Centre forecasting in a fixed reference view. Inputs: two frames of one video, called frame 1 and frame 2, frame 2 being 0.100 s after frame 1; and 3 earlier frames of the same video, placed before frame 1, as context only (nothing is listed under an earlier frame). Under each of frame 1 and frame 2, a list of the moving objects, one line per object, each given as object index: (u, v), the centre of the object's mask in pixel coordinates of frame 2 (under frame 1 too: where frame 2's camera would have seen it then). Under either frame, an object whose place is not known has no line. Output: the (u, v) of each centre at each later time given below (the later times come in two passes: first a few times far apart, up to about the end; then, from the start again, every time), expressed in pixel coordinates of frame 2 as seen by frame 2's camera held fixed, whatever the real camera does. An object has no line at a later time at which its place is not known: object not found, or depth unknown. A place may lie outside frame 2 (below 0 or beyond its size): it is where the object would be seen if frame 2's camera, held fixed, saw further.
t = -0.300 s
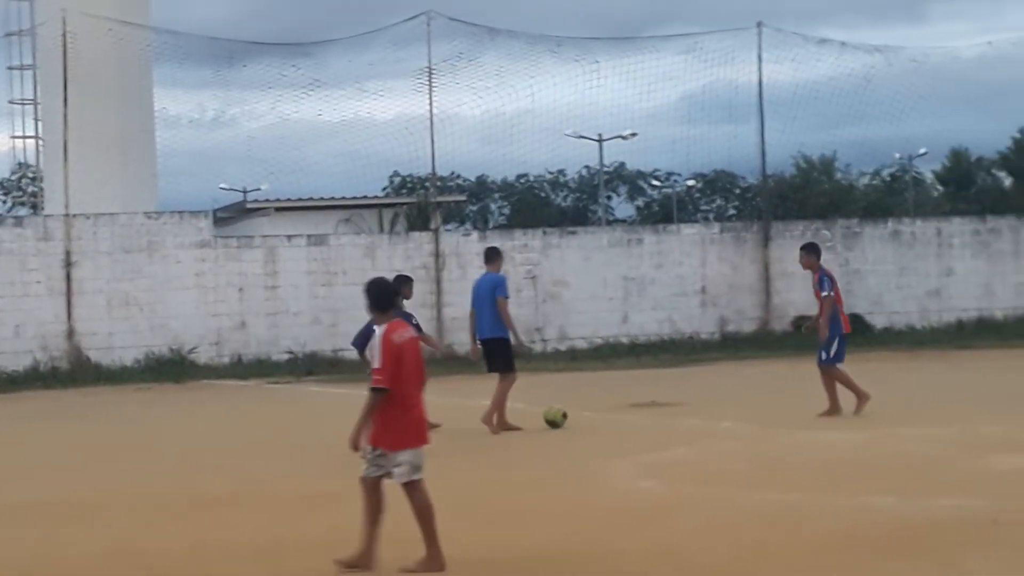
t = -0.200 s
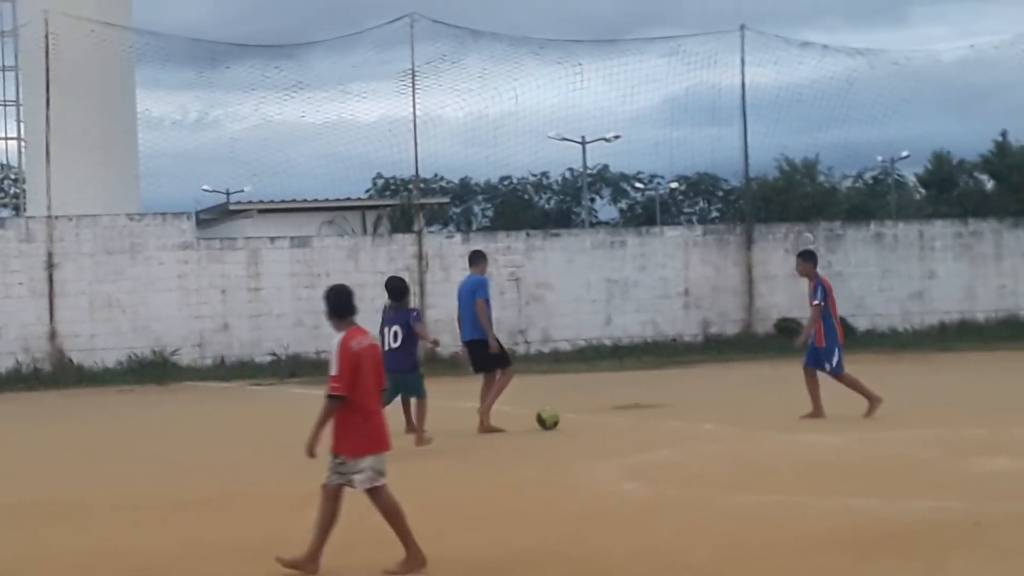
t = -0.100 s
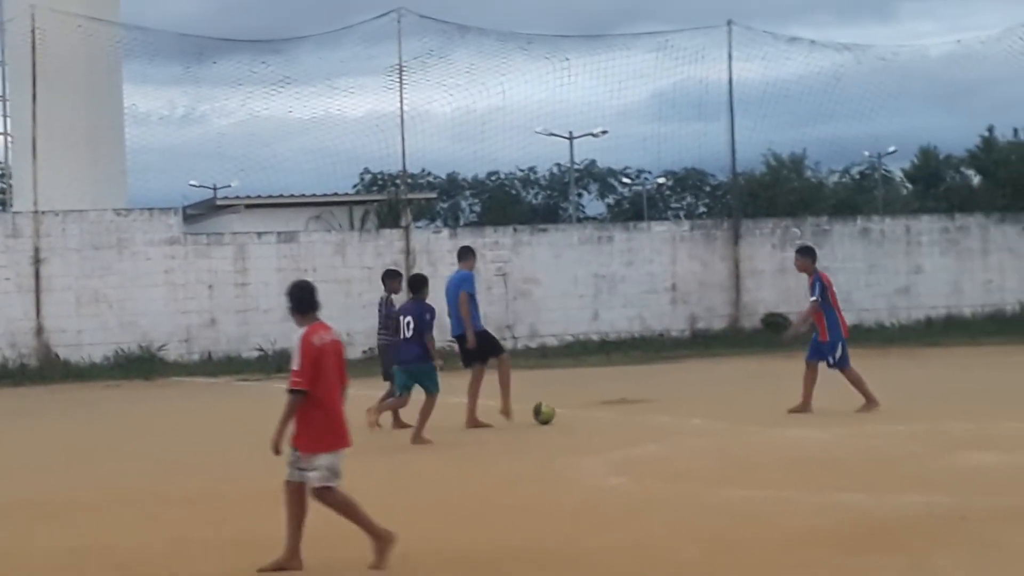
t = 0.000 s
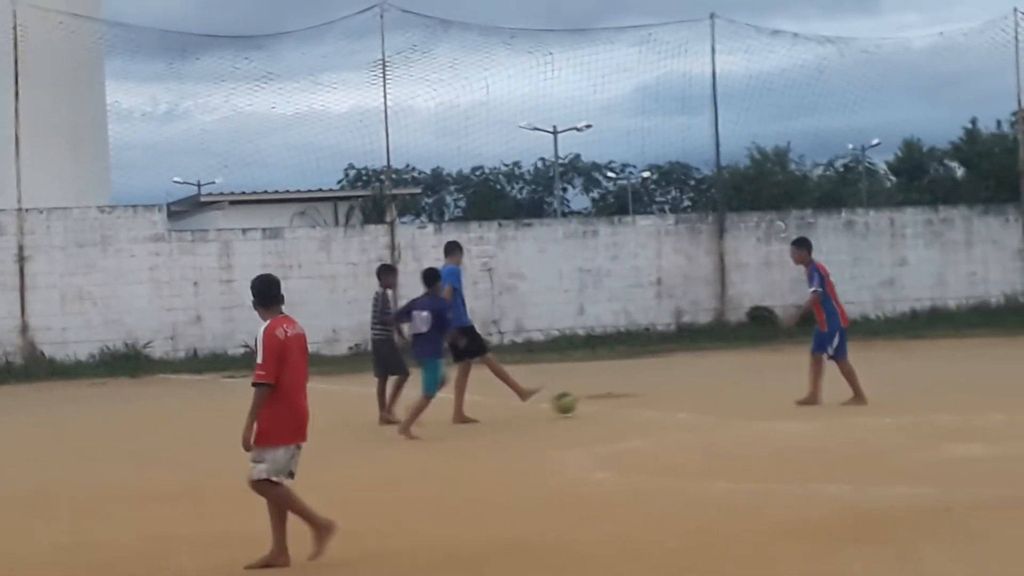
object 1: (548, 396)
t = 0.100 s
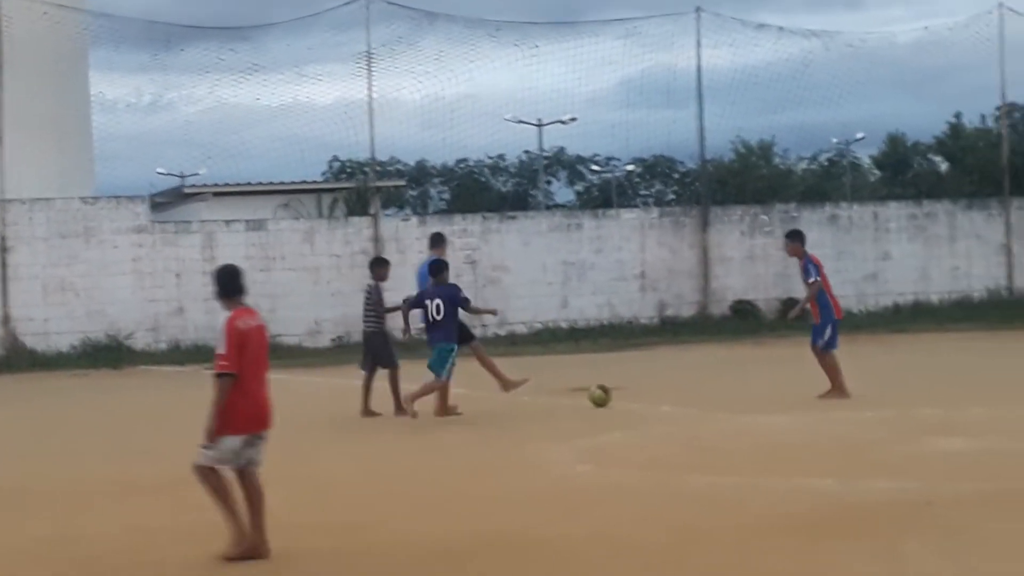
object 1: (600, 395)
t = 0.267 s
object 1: (672, 392)
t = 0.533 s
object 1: (768, 388)
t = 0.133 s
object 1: (616, 394)
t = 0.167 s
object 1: (631, 393)
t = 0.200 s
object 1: (644, 392)
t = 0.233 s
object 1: (658, 392)
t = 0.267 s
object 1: (672, 392)
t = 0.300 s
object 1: (685, 392)
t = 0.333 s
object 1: (697, 389)
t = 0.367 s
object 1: (708, 389)
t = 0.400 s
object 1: (720, 391)
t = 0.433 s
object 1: (732, 391)
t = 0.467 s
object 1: (744, 388)
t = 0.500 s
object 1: (756, 388)
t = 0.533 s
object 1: (768, 388)
